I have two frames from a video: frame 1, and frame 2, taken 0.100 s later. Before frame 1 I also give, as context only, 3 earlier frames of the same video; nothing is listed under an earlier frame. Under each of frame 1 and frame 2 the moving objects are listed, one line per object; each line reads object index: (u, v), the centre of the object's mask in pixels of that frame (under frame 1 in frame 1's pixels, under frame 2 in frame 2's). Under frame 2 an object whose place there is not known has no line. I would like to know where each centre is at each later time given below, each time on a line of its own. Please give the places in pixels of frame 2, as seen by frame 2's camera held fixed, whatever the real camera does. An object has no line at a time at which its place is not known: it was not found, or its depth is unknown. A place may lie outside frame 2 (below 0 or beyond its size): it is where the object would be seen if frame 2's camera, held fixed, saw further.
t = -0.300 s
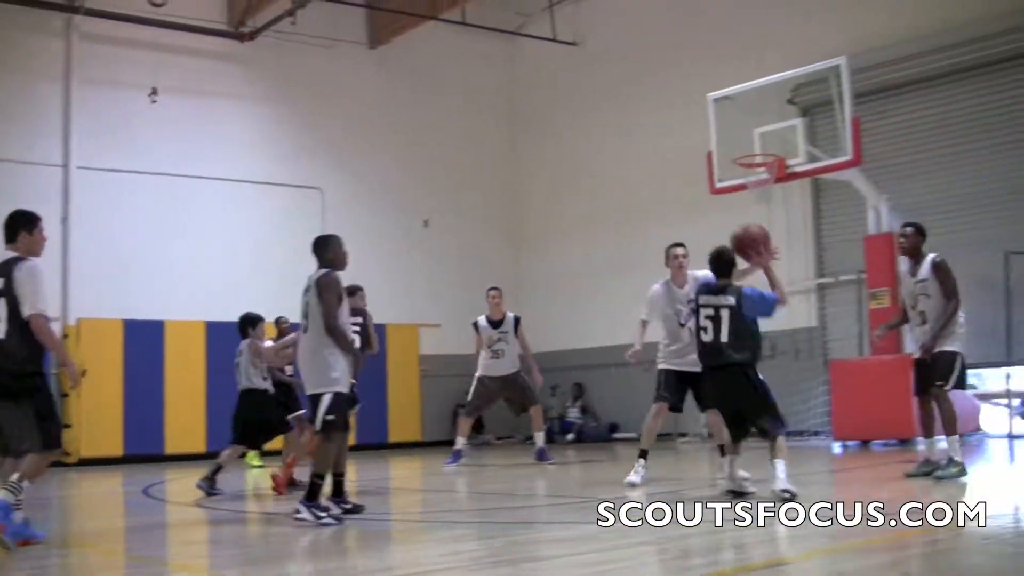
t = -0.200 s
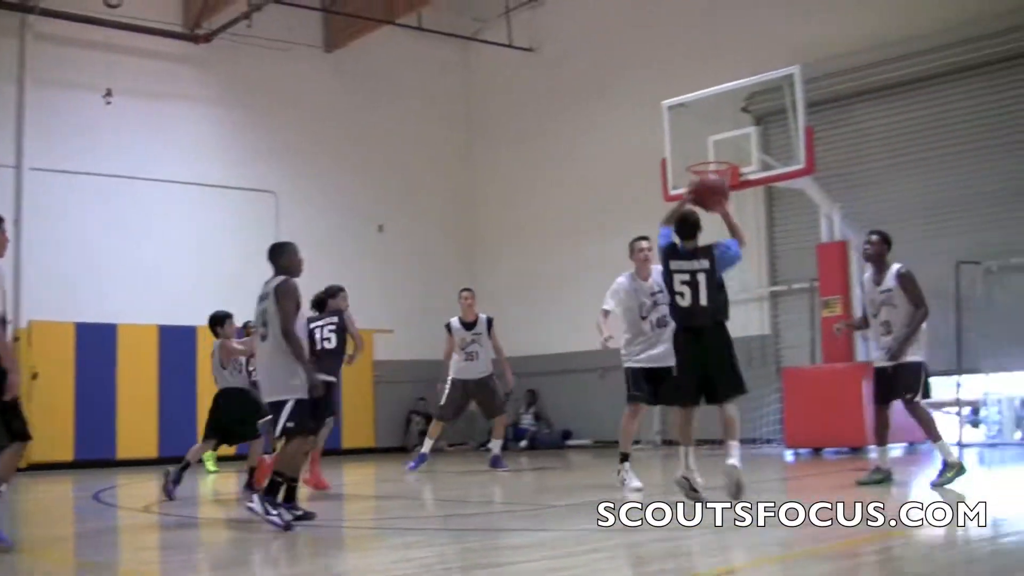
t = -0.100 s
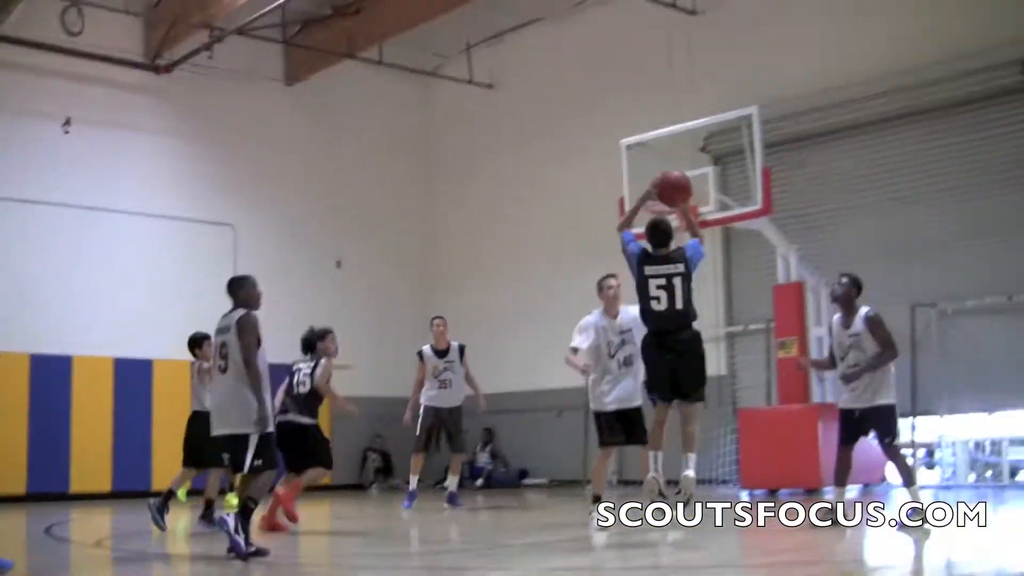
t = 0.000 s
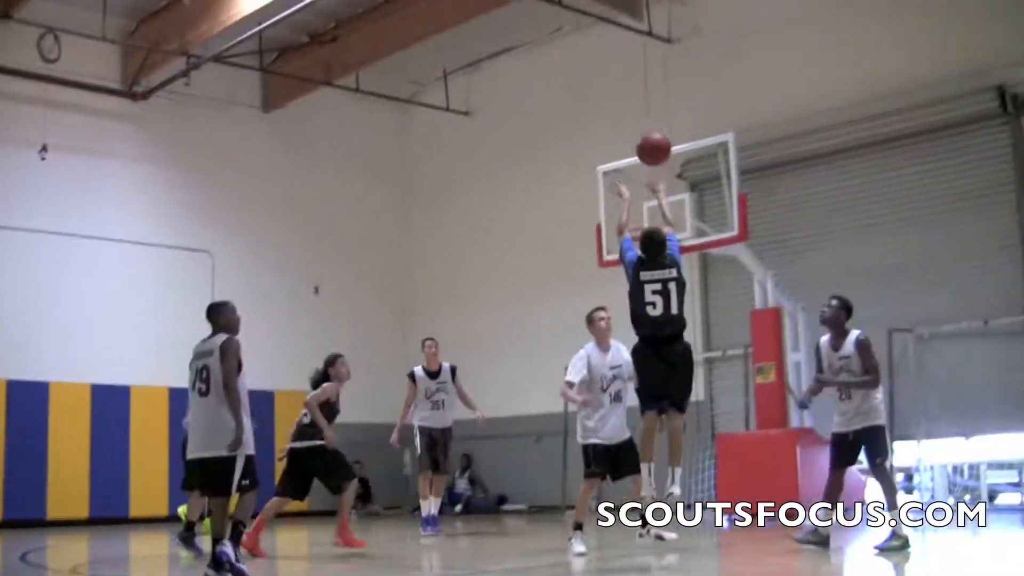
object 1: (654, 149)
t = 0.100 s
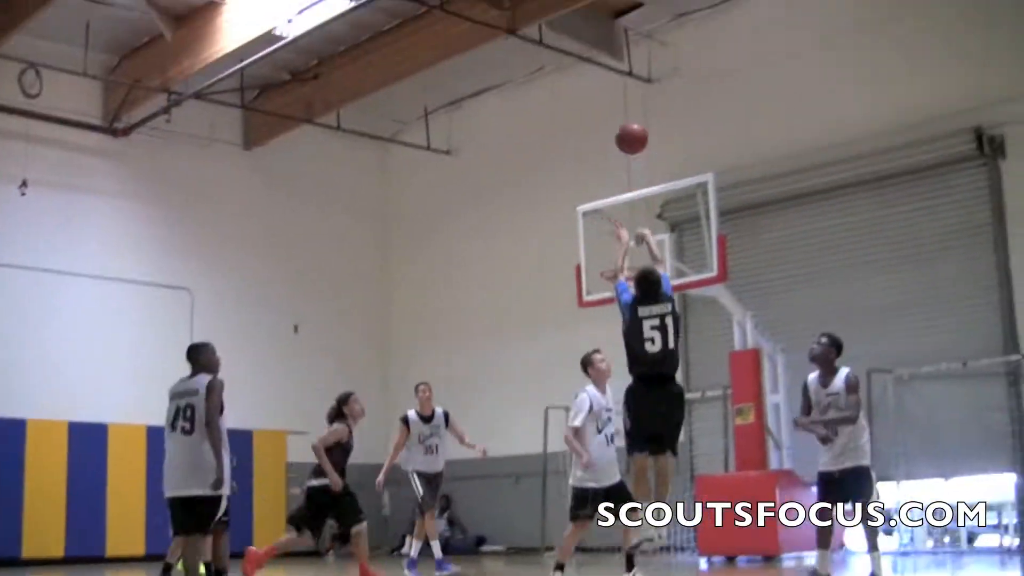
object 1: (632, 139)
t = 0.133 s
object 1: (632, 125)
